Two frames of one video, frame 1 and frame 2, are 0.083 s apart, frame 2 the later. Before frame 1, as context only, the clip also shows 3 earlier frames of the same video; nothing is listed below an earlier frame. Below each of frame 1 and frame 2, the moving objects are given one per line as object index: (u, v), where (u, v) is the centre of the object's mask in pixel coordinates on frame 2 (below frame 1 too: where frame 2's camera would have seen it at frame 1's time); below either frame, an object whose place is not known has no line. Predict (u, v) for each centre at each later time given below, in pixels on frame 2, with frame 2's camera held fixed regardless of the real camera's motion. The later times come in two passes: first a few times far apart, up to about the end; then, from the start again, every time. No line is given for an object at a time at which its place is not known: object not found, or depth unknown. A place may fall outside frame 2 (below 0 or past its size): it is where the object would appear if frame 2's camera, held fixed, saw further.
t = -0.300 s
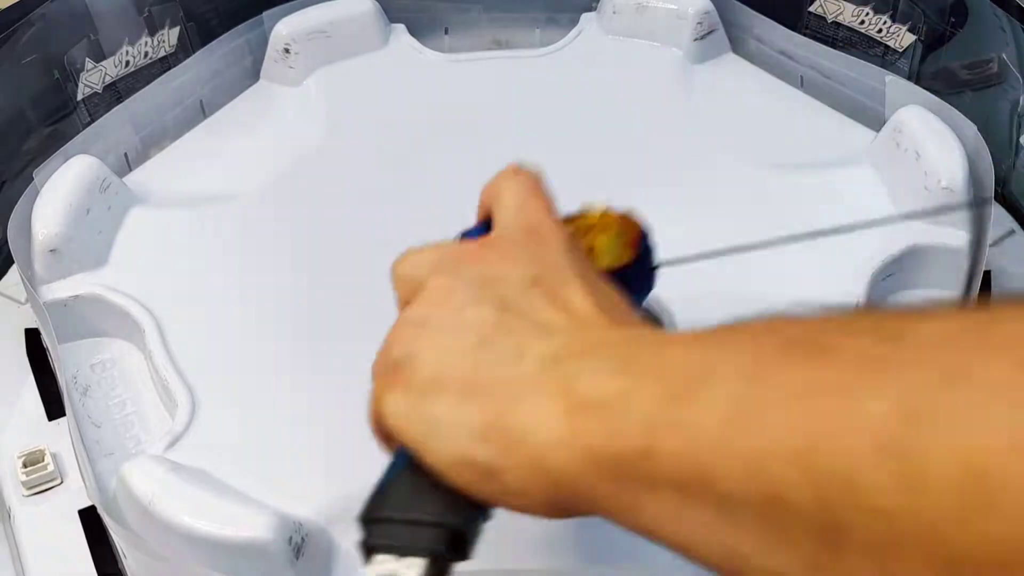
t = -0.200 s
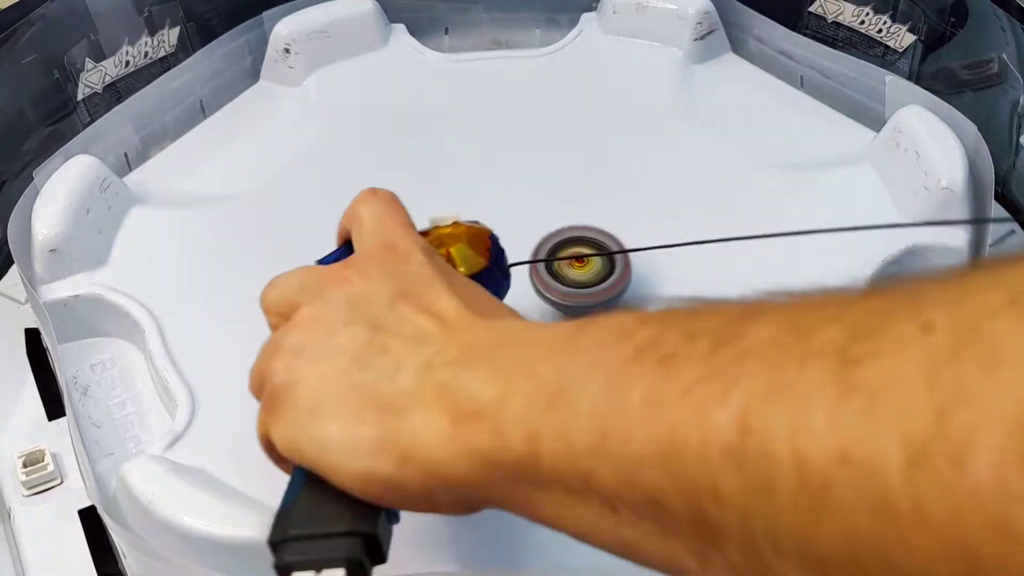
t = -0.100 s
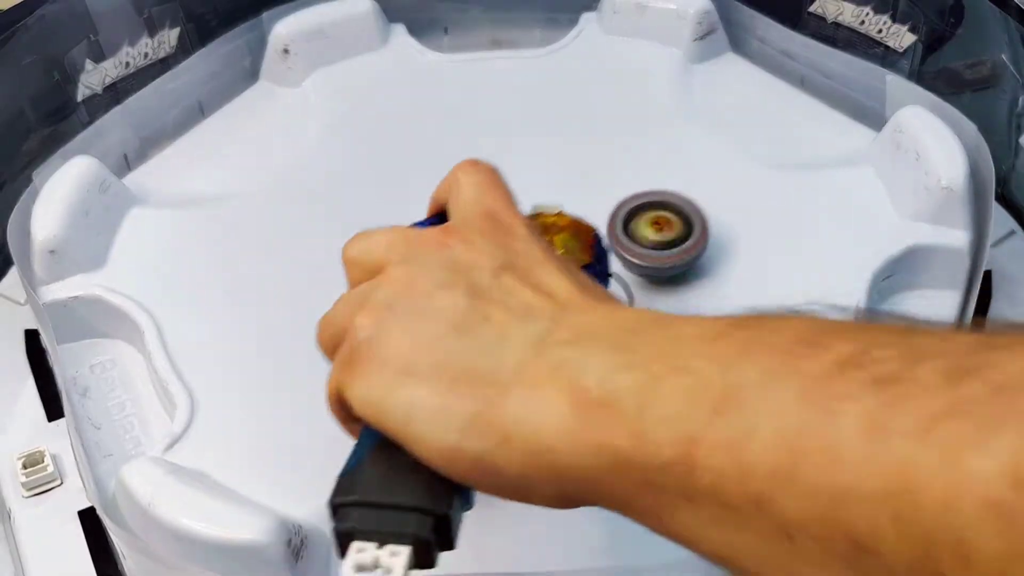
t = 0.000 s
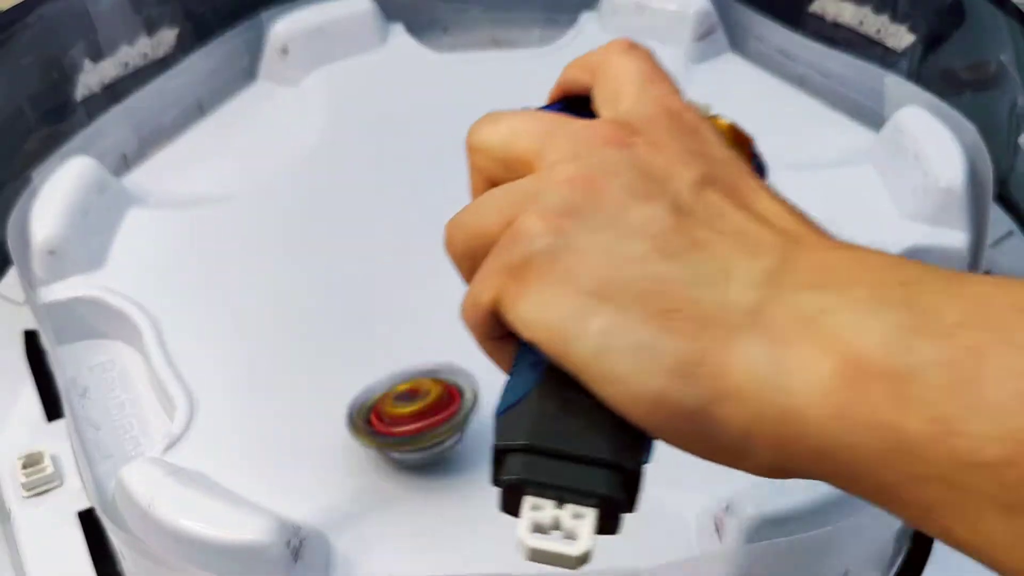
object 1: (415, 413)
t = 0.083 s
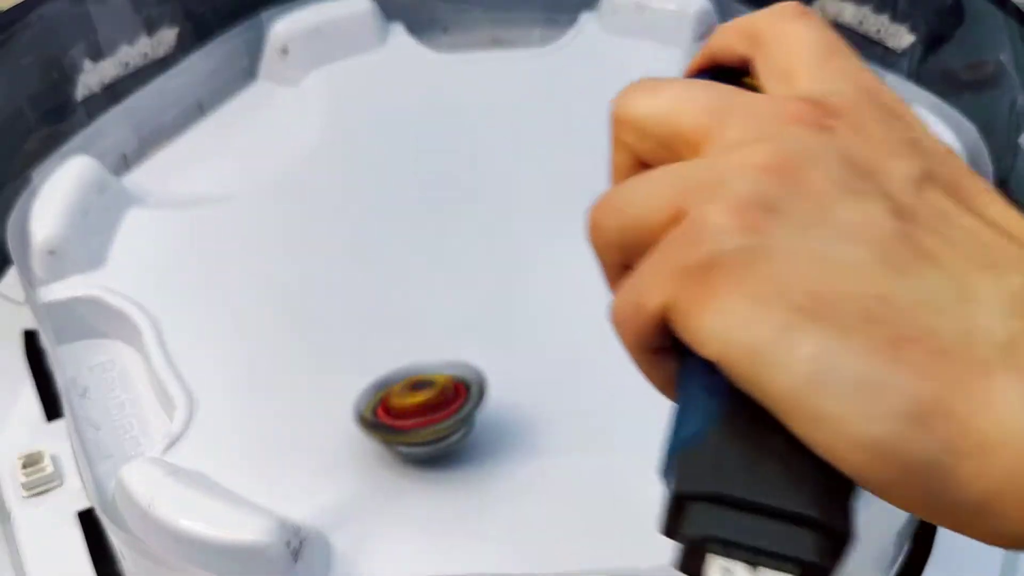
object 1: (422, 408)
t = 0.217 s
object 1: (454, 398)
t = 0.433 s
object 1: (487, 385)
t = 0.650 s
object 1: (460, 376)
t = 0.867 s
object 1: (440, 354)
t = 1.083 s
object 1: (447, 298)
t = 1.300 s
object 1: (397, 223)
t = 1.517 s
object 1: (337, 212)
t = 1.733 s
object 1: (285, 264)
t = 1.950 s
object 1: (428, 300)
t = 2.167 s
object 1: (355, 204)
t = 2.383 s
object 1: (278, 169)
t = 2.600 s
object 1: (245, 132)
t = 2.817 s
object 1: (236, 86)
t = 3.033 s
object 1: (249, 124)
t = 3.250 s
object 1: (328, 194)
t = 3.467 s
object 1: (441, 279)
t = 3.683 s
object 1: (520, 216)
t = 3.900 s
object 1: (432, 160)
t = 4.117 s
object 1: (384, 244)
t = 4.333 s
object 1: (579, 275)
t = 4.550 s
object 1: (646, 141)
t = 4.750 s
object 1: (523, 93)
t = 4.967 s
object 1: (386, 175)
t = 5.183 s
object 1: (385, 275)
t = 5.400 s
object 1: (528, 285)
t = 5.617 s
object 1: (552, 176)
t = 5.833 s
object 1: (468, 135)
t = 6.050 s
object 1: (414, 197)
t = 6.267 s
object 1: (465, 299)
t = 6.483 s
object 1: (625, 291)
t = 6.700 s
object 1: (639, 201)
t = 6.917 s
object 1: (483, 183)
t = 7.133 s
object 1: (372, 275)
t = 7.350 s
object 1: (505, 343)
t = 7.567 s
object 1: (628, 250)
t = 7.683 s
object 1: (591, 182)
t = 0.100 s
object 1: (425, 407)
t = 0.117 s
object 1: (429, 406)
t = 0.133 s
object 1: (432, 405)
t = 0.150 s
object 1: (436, 403)
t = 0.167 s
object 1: (440, 402)
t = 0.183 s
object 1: (445, 401)
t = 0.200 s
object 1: (449, 399)
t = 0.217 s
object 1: (454, 398)
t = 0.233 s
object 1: (458, 397)
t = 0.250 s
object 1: (462, 396)
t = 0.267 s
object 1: (467, 395)
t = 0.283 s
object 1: (470, 394)
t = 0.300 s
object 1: (474, 392)
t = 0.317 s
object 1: (477, 391)
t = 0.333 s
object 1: (479, 390)
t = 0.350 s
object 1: (482, 389)
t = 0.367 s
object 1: (484, 388)
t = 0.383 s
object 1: (485, 388)
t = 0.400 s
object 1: (487, 387)
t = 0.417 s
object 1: (487, 386)
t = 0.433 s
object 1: (487, 385)
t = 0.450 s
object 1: (486, 385)
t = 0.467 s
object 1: (484, 384)
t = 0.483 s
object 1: (483, 384)
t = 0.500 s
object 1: (481, 383)
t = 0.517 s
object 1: (480, 382)
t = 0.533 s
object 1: (478, 381)
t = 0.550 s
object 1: (475, 381)
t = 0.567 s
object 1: (473, 380)
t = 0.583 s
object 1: (470, 379)
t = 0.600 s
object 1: (467, 379)
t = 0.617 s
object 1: (465, 378)
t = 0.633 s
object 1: (462, 377)
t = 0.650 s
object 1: (460, 376)
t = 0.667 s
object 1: (457, 375)
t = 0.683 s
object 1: (455, 374)
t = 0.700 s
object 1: (453, 373)
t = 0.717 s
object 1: (451, 371)
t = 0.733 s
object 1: (449, 369)
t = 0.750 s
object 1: (446, 369)
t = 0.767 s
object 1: (446, 367)
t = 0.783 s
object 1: (444, 366)
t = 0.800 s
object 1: (441, 364)
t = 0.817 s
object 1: (442, 362)
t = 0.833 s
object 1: (441, 359)
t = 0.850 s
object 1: (440, 356)
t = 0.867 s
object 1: (440, 354)
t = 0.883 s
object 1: (441, 351)
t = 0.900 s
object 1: (440, 348)
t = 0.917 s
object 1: (442, 345)
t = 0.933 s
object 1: (443, 342)
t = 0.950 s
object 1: (445, 339)
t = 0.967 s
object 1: (447, 335)
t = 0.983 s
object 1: (448, 331)
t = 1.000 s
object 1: (450, 326)
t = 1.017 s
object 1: (451, 321)
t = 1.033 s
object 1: (451, 316)
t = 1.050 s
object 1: (450, 310)
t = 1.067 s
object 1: (449, 305)
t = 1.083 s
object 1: (447, 298)
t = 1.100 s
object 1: (444, 292)
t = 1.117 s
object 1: (440, 285)
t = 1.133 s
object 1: (436, 278)
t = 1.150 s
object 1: (432, 272)
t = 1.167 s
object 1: (429, 266)
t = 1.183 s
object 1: (425, 259)
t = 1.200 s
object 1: (422, 253)
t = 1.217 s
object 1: (417, 247)
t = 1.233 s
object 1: (414, 242)
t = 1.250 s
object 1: (409, 237)
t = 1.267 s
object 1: (405, 232)
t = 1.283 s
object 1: (401, 227)
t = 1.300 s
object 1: (397, 223)
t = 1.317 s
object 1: (393, 219)
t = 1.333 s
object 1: (388, 216)
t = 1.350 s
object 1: (383, 213)
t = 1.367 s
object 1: (379, 211)
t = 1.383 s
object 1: (375, 209)
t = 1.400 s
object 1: (370, 207)
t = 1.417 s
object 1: (366, 206)
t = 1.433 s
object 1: (361, 206)
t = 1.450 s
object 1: (357, 206)
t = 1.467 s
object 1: (351, 207)
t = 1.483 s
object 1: (348, 208)
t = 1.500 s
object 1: (342, 210)
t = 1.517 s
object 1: (337, 212)
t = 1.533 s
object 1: (333, 214)
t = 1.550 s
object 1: (328, 217)
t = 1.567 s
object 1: (323, 220)
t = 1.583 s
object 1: (318, 223)
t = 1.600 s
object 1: (313, 227)
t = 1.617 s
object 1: (308, 231)
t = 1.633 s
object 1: (304, 234)
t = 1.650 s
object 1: (299, 238)
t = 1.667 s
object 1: (295, 243)
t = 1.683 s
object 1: (290, 247)
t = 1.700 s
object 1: (288, 252)
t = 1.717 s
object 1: (286, 258)
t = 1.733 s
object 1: (285, 264)
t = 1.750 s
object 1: (286, 269)
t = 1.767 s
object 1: (290, 274)
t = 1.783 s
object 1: (296, 281)
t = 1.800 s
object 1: (303, 286)
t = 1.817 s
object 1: (313, 290)
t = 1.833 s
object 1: (326, 295)
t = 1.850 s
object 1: (339, 299)
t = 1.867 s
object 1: (355, 303)
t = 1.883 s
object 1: (373, 305)
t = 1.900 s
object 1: (390, 307)
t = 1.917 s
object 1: (411, 308)
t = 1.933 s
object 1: (430, 307)
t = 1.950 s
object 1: (428, 300)
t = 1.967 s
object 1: (418, 293)
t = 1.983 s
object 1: (410, 285)
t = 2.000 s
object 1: (404, 276)
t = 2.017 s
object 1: (400, 268)
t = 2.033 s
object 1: (394, 260)
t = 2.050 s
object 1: (391, 252)
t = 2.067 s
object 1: (386, 243)
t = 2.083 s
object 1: (380, 235)
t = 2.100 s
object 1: (375, 228)
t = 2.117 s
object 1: (370, 222)
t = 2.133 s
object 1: (365, 215)
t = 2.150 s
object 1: (360, 209)
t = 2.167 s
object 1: (355, 204)
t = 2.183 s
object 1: (350, 199)
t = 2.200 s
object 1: (344, 195)
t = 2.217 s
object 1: (339, 191)
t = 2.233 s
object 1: (334, 188)
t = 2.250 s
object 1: (328, 185)
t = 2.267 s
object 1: (322, 182)
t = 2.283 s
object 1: (316, 180)
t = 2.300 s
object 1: (311, 178)
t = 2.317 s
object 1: (305, 176)
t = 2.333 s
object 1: (298, 174)
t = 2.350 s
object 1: (291, 173)
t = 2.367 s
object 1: (285, 171)
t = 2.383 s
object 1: (278, 169)
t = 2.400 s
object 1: (271, 167)
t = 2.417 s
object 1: (265, 166)
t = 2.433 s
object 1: (259, 164)
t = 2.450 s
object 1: (253, 163)
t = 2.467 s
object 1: (248, 162)
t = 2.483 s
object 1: (245, 160)
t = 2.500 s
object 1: (243, 159)
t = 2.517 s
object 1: (242, 156)
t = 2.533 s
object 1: (241, 153)
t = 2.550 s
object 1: (241, 148)
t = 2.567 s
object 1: (242, 144)
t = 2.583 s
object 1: (244, 139)
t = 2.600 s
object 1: (245, 132)
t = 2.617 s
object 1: (248, 126)
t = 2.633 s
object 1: (250, 119)
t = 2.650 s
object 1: (252, 112)
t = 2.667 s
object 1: (255, 106)
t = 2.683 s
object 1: (258, 99)
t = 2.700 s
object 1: (260, 92)
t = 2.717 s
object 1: (261, 86)
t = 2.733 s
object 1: (264, 80)
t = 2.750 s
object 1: (260, 75)
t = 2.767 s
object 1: (253, 76)
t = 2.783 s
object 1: (246, 81)
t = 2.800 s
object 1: (241, 84)
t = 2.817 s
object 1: (236, 86)
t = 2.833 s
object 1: (233, 86)
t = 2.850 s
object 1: (231, 89)
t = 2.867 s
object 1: (230, 92)
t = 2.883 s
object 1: (230, 94)
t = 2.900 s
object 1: (230, 97)
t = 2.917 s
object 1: (232, 100)
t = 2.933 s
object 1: (233, 103)
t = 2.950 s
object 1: (234, 106)
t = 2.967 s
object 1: (236, 109)
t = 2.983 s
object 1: (238, 113)
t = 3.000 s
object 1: (241, 116)
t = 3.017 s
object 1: (244, 119)
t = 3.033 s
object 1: (249, 124)
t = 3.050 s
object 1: (253, 126)
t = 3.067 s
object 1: (257, 129)
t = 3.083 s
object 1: (261, 132)
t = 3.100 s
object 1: (266, 134)
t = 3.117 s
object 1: (272, 136)
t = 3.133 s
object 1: (278, 139)
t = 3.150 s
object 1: (285, 145)
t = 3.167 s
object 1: (292, 151)
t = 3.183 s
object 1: (298, 158)
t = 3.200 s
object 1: (305, 165)
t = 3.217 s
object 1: (312, 174)
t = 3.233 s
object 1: (320, 183)
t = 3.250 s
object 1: (328, 194)
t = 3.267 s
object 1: (337, 205)
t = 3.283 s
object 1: (347, 216)
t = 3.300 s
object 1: (357, 229)
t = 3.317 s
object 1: (370, 241)
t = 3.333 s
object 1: (382, 252)
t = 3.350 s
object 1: (397, 264)
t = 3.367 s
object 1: (414, 274)
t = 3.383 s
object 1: (432, 283)
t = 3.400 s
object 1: (437, 285)
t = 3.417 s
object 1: (435, 283)
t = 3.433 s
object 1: (436, 282)
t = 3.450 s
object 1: (437, 280)
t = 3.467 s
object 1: (441, 279)
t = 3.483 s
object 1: (447, 278)
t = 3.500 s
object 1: (454, 276)
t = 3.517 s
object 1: (463, 274)
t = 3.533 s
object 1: (472, 271)
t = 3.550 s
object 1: (481, 267)
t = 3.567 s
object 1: (488, 263)
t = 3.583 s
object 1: (497, 258)
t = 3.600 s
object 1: (504, 252)
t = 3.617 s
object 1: (510, 246)
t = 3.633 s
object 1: (514, 239)
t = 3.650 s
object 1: (518, 232)
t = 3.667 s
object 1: (520, 224)
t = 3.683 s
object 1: (520, 216)
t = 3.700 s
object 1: (519, 209)
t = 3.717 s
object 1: (517, 202)
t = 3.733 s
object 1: (513, 194)
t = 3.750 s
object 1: (509, 188)
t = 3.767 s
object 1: (503, 182)
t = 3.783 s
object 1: (496, 177)
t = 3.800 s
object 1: (489, 171)
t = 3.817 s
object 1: (481, 167)
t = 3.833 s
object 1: (472, 164)
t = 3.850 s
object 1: (462, 161)
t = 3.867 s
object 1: (452, 160)
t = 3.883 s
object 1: (442, 160)
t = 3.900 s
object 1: (432, 160)
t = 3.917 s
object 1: (422, 162)
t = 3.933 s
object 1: (412, 165)
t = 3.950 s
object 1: (403, 168)
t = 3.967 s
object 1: (394, 173)
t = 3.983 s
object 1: (387, 178)
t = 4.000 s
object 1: (380, 184)
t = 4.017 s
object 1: (375, 191)
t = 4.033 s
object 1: (372, 199)
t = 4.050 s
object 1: (370, 207)
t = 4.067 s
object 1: (371, 217)
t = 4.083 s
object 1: (373, 226)
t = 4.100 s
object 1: (377, 235)
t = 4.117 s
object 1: (384, 244)
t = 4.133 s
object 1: (393, 253)
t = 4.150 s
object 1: (403, 261)
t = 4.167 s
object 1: (415, 269)
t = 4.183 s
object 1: (429, 276)
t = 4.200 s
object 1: (443, 282)
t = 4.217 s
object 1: (459, 286)
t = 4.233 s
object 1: (475, 289)
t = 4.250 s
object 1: (493, 291)
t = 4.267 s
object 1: (510, 291)
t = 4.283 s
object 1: (529, 289)
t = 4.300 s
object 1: (546, 286)
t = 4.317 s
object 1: (562, 280)
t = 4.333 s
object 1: (579, 275)
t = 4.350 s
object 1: (595, 268)
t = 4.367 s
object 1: (608, 259)
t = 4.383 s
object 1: (621, 250)
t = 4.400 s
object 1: (632, 240)
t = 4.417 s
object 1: (641, 228)
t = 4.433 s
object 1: (647, 217)
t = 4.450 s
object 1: (652, 206)
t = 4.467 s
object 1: (655, 195)
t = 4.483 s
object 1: (657, 183)
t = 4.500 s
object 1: (656, 172)
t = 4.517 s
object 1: (654, 161)
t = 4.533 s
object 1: (651, 151)
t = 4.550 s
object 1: (646, 141)
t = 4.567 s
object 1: (640, 132)
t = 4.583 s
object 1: (633, 124)
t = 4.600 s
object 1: (625, 117)
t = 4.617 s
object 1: (615, 110)
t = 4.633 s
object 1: (604, 104)
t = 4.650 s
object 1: (593, 100)
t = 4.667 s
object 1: (582, 98)
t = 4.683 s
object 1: (570, 95)
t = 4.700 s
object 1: (558, 93)
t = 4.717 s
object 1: (546, 93)
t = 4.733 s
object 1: (535, 93)
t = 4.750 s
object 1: (523, 93)
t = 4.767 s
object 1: (510, 94)
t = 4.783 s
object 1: (497, 97)
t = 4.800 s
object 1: (486, 100)
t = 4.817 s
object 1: (474, 104)
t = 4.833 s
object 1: (462, 108)
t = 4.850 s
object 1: (451, 114)
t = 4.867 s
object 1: (440, 120)
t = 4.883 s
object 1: (430, 127)
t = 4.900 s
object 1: (419, 135)
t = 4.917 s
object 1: (411, 144)
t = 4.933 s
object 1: (402, 153)
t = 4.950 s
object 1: (394, 164)
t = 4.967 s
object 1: (386, 175)
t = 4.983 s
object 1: (380, 187)
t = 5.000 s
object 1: (375, 200)
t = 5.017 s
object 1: (372, 215)
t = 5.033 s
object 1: (371, 228)
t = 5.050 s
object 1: (373, 243)
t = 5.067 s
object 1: (375, 258)
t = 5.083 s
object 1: (372, 258)
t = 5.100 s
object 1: (370, 259)
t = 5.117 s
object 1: (370, 262)
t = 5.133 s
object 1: (371, 264)
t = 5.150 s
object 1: (374, 267)
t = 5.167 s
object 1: (378, 271)
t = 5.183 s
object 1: (385, 275)
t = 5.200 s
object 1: (393, 279)
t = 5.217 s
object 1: (402, 283)
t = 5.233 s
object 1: (412, 288)
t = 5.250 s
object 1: (421, 293)
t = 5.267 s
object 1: (433, 296)
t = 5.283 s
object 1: (445, 298)
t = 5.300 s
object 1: (457, 299)
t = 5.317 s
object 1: (469, 299)
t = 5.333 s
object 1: (482, 299)
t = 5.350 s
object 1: (494, 296)
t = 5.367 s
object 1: (507, 293)
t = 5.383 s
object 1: (518, 290)
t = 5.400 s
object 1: (528, 285)
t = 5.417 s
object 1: (538, 279)
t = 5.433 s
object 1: (548, 274)
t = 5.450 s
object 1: (551, 267)
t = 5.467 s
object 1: (551, 257)
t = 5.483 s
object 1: (553, 246)
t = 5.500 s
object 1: (555, 238)
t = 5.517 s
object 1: (557, 228)
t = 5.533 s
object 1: (558, 219)
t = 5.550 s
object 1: (559, 209)
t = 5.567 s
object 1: (558, 201)
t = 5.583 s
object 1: (556, 192)
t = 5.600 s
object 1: (555, 183)
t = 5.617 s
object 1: (552, 176)
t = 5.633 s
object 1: (548, 170)
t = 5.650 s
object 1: (543, 164)
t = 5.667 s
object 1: (537, 159)
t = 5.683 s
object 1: (530, 155)
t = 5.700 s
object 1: (523, 151)
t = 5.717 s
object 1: (517, 147)
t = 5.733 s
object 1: (510, 143)
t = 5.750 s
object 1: (503, 140)
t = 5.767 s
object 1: (497, 137)
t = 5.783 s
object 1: (490, 136)
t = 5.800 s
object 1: (483, 135)
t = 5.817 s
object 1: (475, 134)
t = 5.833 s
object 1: (468, 135)
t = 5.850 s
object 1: (461, 136)
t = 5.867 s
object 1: (453, 138)
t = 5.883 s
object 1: (447, 140)
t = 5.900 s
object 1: (441, 143)
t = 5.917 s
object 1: (435, 147)
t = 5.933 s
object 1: (430, 152)
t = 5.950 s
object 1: (426, 156)
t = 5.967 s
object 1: (421, 162)
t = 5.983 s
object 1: (418, 169)
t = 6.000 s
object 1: (416, 176)
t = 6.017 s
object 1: (414, 183)
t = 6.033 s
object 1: (413, 190)
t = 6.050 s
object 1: (414, 197)
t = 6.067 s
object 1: (414, 204)
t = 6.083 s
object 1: (416, 213)
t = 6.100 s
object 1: (421, 220)
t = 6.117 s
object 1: (425, 228)
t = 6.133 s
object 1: (430, 235)
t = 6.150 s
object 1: (437, 242)
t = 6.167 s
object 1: (441, 251)
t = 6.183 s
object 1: (441, 260)
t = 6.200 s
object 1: (444, 269)
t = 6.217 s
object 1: (447, 278)
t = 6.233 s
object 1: (451, 286)
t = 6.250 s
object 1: (457, 293)
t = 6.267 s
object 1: (465, 299)
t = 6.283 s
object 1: (474, 304)
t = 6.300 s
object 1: (484, 309)
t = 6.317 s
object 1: (496, 312)
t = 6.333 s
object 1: (508, 315)
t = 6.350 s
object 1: (521, 317)
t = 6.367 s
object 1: (534, 317)
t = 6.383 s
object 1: (548, 317)
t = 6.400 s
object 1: (563, 315)
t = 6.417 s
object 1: (576, 312)
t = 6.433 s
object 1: (589, 308)
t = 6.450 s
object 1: (602, 303)
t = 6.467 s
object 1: (614, 298)
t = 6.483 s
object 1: (625, 291)
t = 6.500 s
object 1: (633, 284)
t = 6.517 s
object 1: (641, 277)
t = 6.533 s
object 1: (648, 270)
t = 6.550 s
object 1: (653, 262)
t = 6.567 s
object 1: (657, 254)
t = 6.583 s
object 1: (659, 246)
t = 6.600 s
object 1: (660, 239)
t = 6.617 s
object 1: (659, 231)
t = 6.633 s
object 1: (657, 225)
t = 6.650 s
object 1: (653, 219)
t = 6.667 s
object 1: (650, 212)
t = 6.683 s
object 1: (645, 206)
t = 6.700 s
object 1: (639, 201)
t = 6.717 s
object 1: (631, 196)
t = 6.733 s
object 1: (622, 191)
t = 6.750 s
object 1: (613, 187)
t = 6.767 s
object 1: (602, 184)
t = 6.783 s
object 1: (591, 181)
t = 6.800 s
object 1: (581, 178)
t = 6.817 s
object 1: (569, 176)
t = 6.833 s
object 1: (555, 172)
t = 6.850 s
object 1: (541, 173)
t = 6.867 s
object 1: (525, 174)
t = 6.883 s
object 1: (511, 176)
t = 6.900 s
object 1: (497, 179)
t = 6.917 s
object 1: (483, 183)
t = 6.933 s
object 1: (469, 187)
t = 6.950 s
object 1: (455, 192)
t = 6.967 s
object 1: (442, 198)
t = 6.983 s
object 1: (430, 203)
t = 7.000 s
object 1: (418, 209)
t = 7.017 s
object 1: (409, 216)
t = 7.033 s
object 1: (398, 223)
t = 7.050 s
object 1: (390, 231)
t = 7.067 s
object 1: (383, 240)
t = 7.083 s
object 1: (378, 248)
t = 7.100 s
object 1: (374, 256)
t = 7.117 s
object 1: (371, 266)
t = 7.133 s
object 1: (372, 275)
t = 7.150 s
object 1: (373, 284)
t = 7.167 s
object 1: (376, 292)
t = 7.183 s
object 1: (381, 302)
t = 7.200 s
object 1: (387, 310)
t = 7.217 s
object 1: (397, 319)
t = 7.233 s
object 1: (406, 324)
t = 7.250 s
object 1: (417, 330)
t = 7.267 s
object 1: (430, 336)
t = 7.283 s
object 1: (444, 339)
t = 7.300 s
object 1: (459, 342)
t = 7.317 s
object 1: (474, 344)
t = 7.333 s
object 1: (491, 345)
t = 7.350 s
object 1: (505, 343)
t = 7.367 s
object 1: (521, 343)
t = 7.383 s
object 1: (536, 340)
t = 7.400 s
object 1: (551, 337)
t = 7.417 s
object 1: (563, 331)
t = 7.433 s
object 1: (576, 325)
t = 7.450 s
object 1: (588, 317)
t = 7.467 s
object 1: (597, 309)
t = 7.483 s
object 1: (607, 301)
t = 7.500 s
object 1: (614, 291)
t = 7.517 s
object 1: (620, 282)
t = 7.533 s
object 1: (625, 271)
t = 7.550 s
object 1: (628, 261)
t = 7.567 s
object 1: (628, 250)
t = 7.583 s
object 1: (628, 239)
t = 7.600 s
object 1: (625, 229)
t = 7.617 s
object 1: (621, 219)
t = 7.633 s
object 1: (618, 209)
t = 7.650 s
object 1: (609, 200)
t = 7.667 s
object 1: (601, 190)
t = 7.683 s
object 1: (591, 182)
